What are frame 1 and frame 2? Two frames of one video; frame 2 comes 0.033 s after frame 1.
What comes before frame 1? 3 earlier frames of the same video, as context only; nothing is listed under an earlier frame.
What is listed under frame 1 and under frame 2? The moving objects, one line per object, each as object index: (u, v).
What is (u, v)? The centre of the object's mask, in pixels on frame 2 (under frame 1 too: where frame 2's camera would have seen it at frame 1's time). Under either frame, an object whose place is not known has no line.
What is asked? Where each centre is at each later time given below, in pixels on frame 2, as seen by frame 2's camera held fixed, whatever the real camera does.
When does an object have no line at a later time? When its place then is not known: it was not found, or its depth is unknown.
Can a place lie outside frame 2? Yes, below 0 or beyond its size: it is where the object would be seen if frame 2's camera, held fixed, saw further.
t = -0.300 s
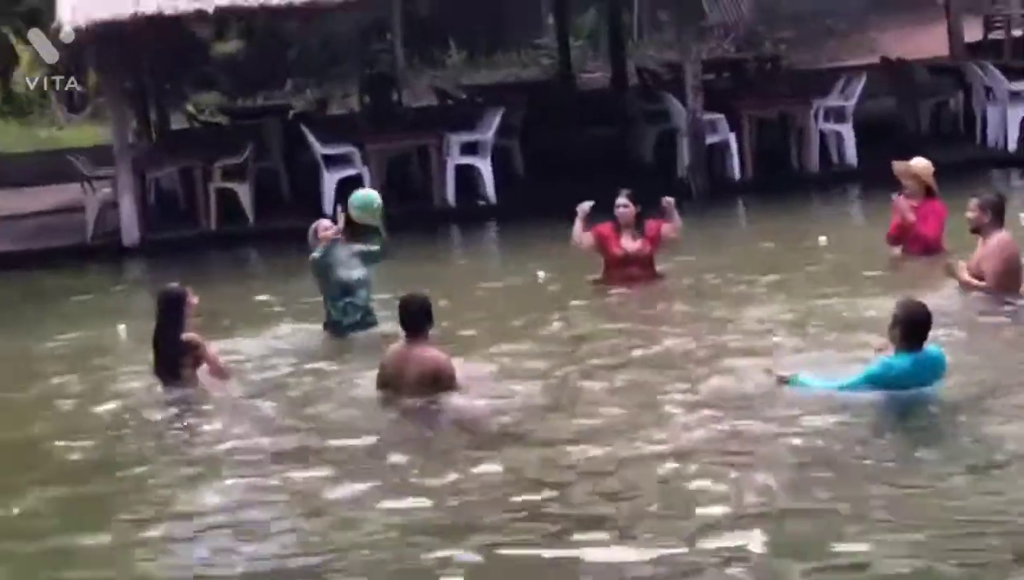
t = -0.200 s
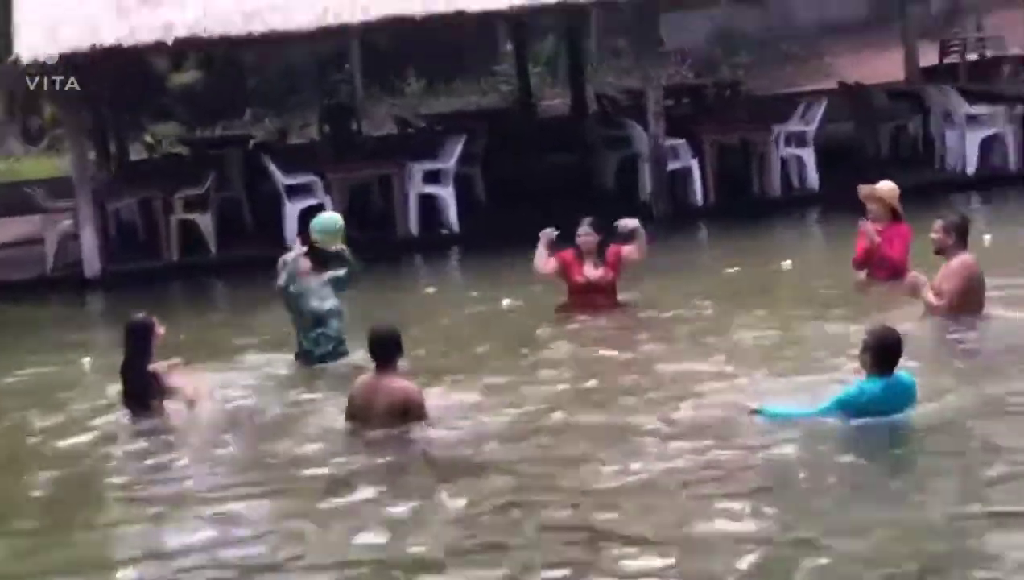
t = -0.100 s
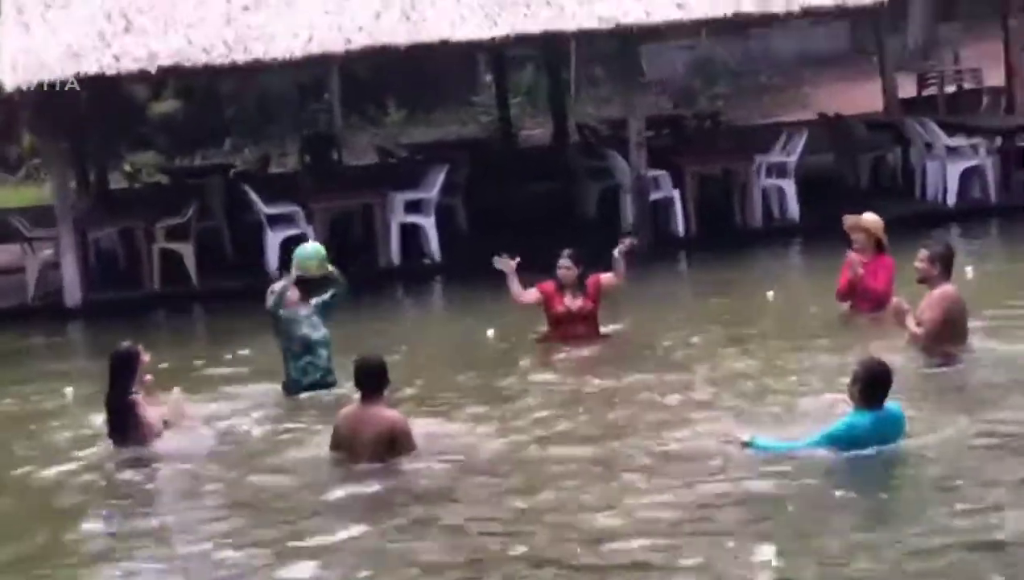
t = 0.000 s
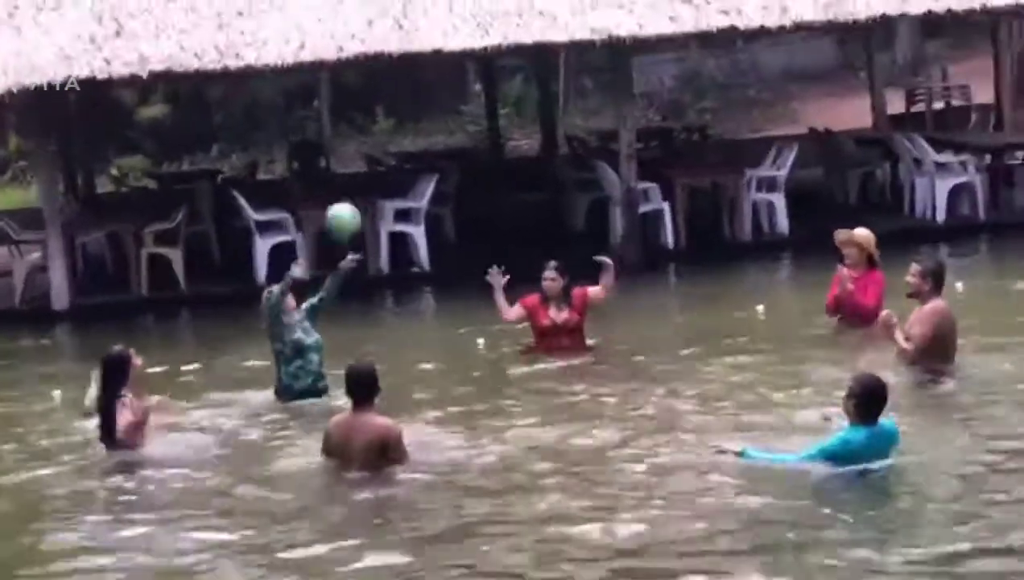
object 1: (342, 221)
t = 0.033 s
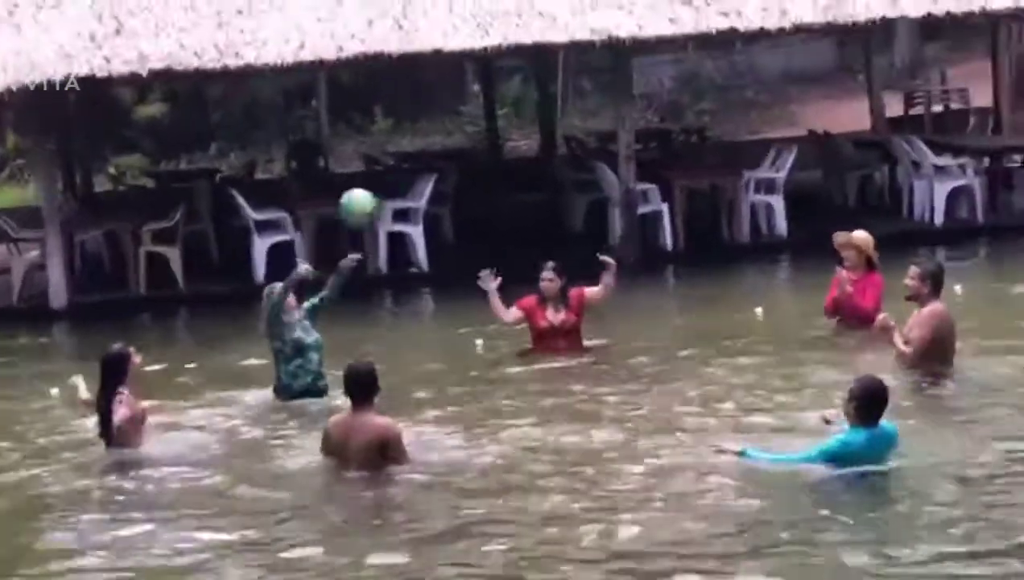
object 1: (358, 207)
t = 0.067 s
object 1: (373, 195)
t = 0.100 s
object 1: (390, 182)
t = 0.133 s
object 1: (407, 172)
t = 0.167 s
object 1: (425, 169)
